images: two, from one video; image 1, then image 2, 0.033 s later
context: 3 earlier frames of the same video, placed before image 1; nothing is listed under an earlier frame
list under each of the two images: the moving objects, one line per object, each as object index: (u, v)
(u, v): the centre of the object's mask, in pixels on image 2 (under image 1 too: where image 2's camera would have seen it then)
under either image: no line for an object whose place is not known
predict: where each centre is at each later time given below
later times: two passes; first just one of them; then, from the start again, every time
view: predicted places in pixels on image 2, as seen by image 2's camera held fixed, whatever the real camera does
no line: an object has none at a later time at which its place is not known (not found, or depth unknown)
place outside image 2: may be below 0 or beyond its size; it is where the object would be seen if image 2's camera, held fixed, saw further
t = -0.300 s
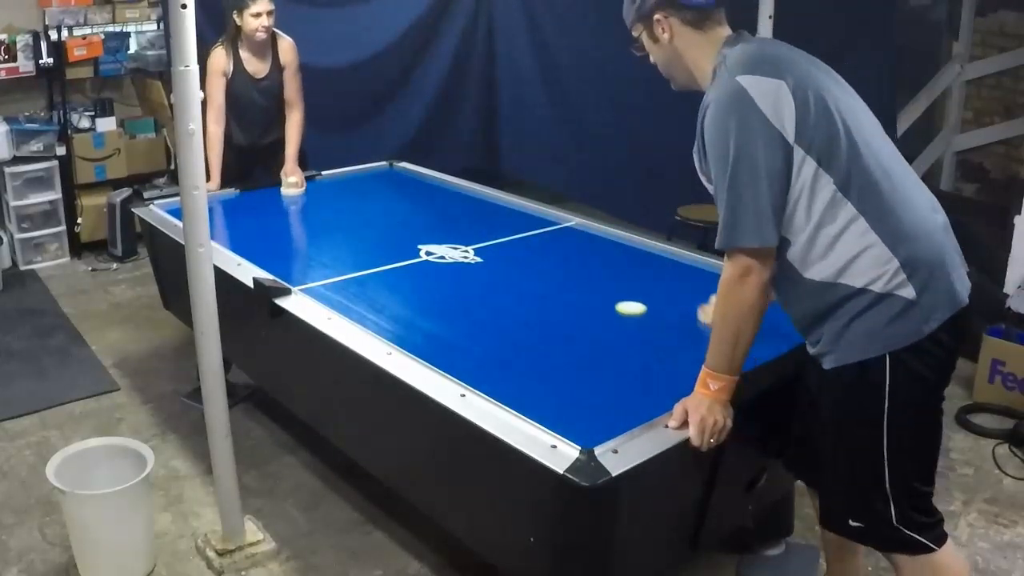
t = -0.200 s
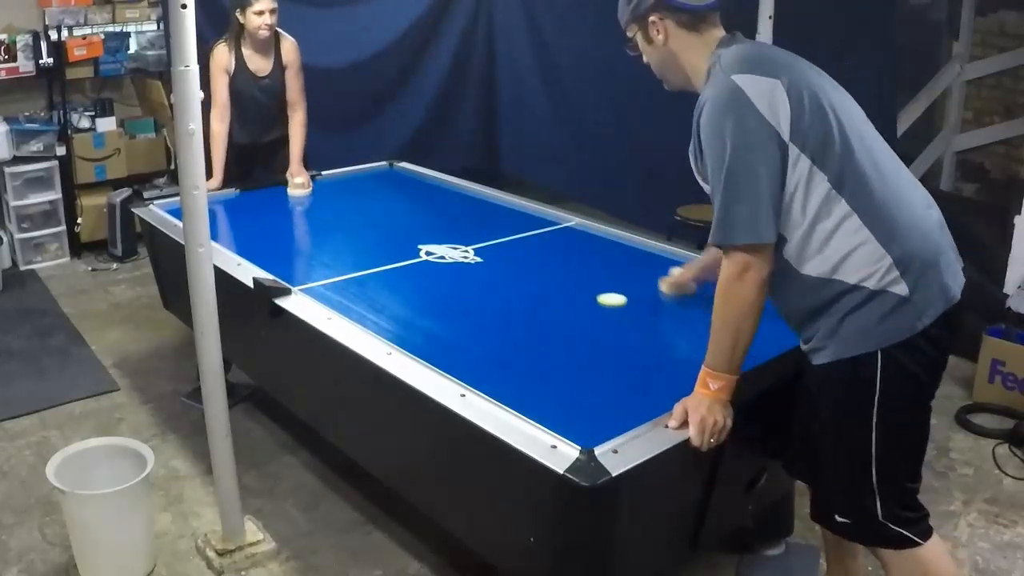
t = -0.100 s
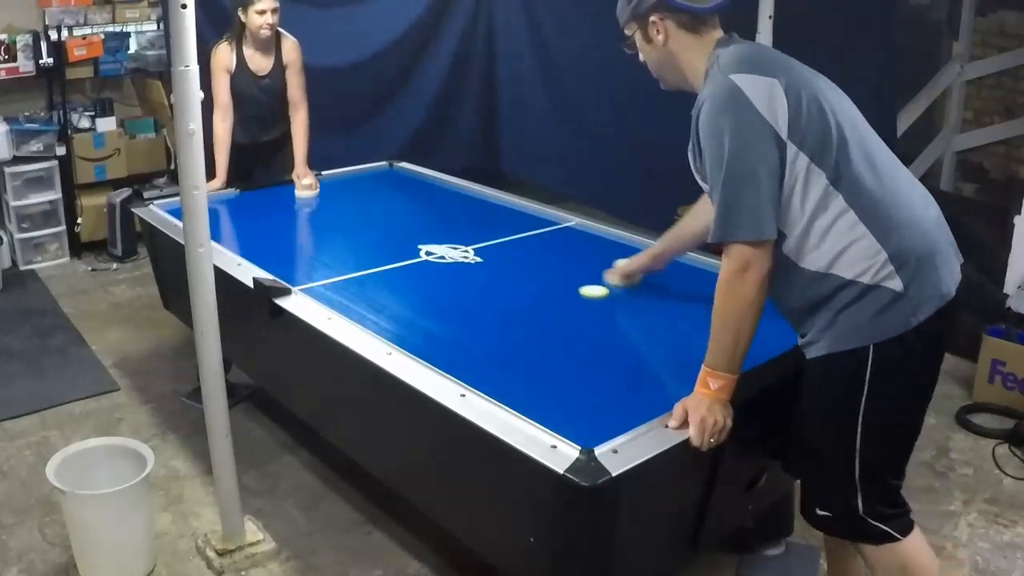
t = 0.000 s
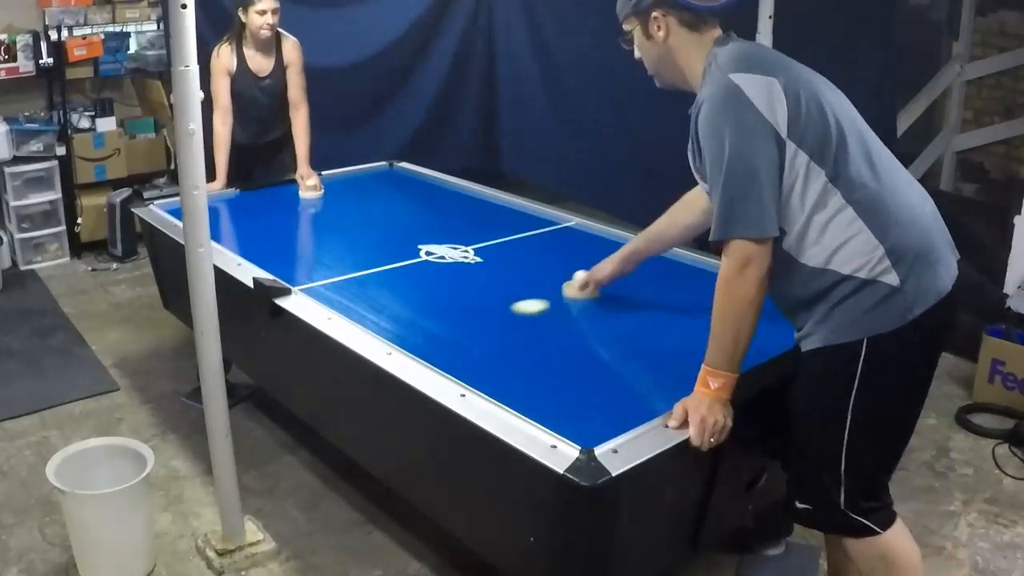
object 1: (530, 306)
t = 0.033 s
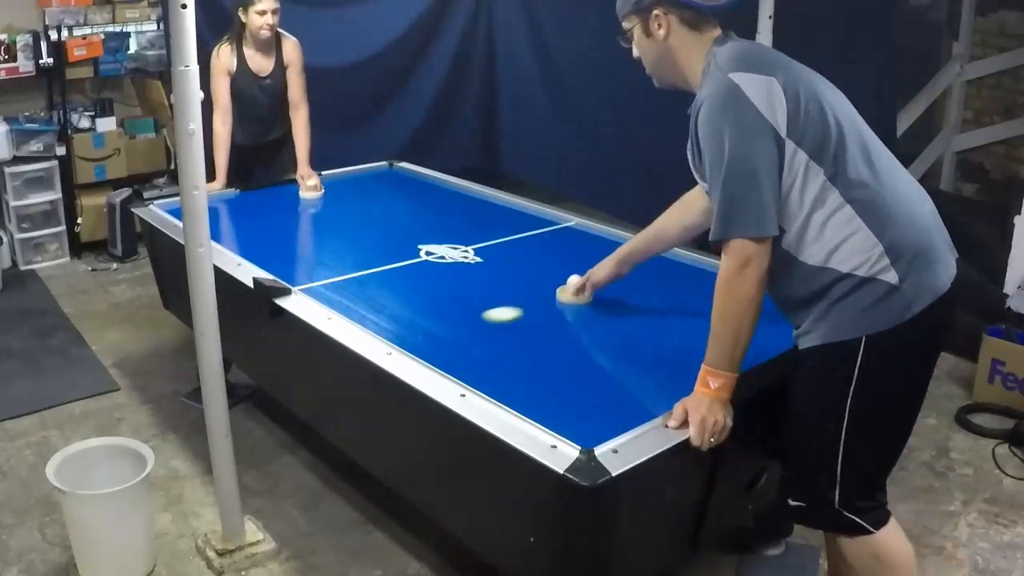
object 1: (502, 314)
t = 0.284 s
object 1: (499, 312)
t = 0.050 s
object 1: (488, 317)
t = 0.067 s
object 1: (473, 322)
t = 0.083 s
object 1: (458, 326)
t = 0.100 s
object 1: (443, 330)
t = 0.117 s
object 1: (427, 335)
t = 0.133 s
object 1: (412, 338)
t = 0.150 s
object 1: (406, 340)
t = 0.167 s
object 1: (417, 337)
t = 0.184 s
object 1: (430, 333)
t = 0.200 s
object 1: (442, 329)
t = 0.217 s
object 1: (454, 325)
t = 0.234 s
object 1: (466, 322)
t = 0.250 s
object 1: (477, 319)
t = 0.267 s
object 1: (488, 315)
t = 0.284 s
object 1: (499, 312)
